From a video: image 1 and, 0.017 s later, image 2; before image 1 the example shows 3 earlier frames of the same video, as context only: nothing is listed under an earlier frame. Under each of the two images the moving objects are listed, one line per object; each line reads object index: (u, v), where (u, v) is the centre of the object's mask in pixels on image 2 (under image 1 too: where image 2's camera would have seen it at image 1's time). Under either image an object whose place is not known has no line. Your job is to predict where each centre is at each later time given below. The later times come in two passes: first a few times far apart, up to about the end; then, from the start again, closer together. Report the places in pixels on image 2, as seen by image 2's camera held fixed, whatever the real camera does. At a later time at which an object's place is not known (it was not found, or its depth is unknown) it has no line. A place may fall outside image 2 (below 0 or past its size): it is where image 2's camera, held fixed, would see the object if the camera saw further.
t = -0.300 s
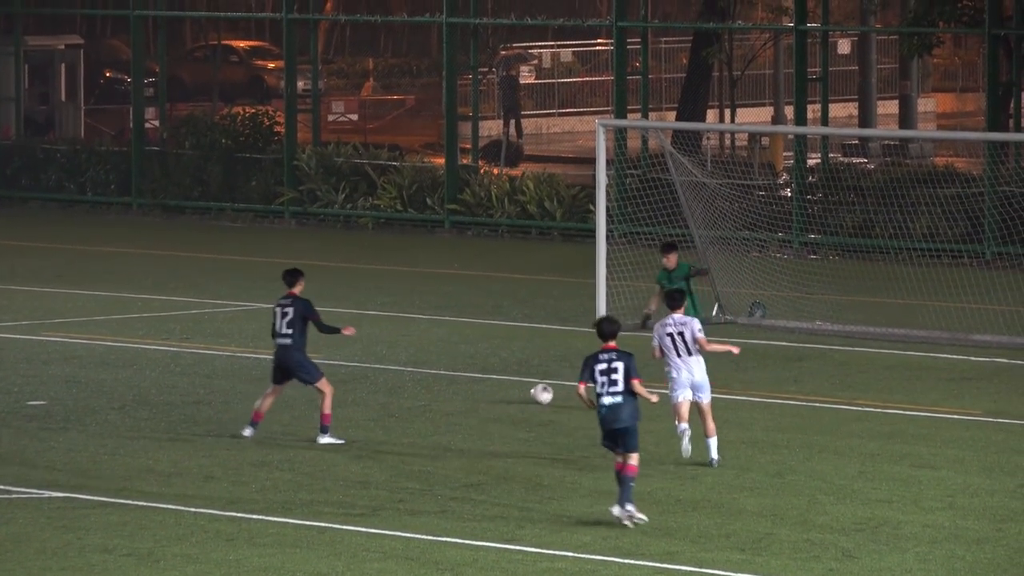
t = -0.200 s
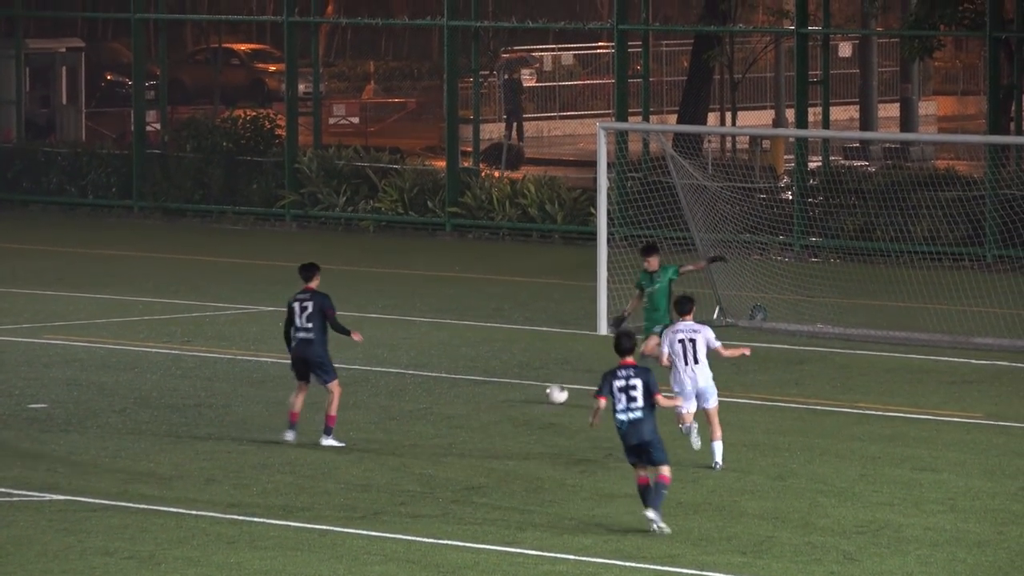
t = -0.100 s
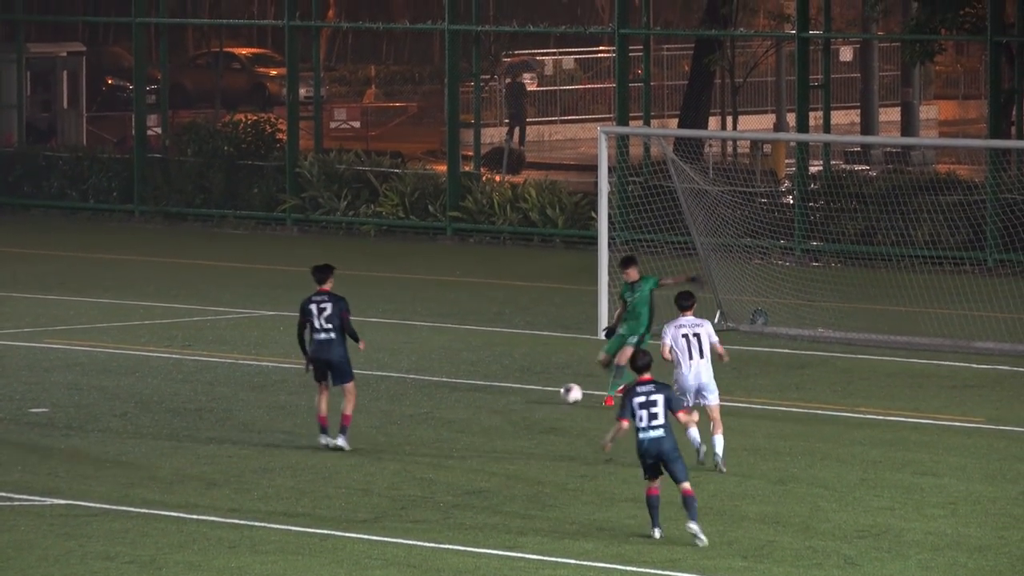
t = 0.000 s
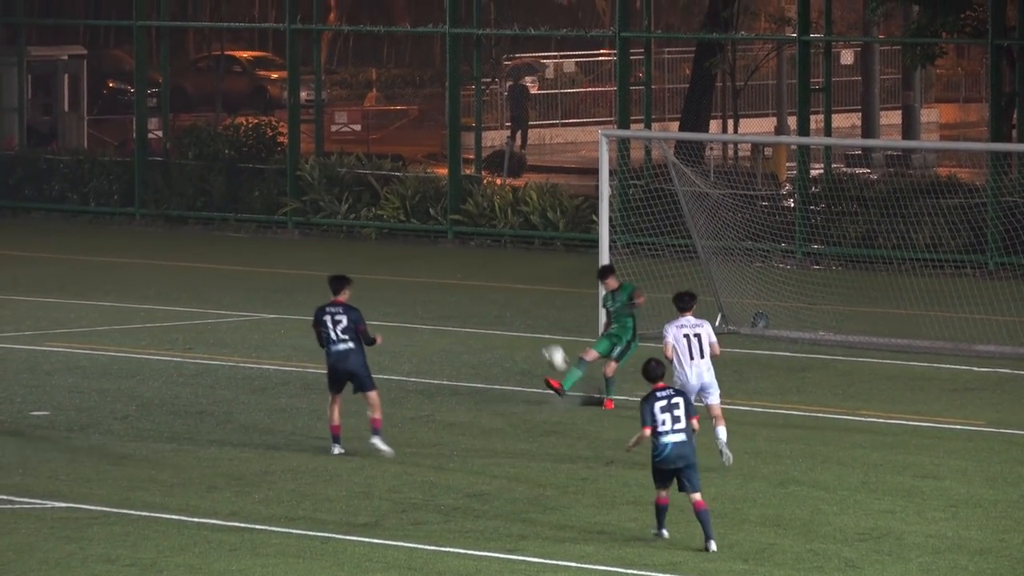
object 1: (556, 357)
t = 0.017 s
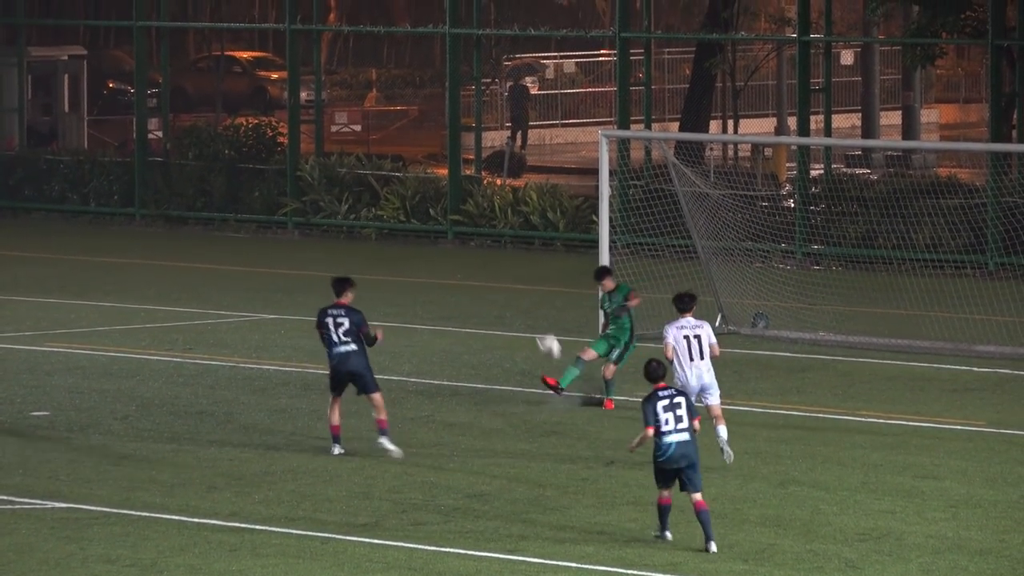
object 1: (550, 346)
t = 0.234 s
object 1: (469, 212)
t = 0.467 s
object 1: (404, 105)
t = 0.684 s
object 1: (362, 49)
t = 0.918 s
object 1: (336, 43)
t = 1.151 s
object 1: (330, 107)
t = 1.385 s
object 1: (345, 251)
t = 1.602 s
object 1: (379, 470)
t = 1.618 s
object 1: (383, 493)
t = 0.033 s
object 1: (542, 334)
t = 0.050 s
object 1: (535, 322)
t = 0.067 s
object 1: (529, 312)
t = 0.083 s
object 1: (522, 301)
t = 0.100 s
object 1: (517, 290)
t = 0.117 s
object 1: (510, 280)
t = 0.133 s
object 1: (503, 269)
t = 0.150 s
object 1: (498, 260)
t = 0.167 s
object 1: (491, 249)
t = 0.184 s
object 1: (486, 239)
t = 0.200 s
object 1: (480, 230)
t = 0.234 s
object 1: (469, 212)
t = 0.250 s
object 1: (463, 203)
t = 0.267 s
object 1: (459, 194)
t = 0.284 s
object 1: (453, 186)
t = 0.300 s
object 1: (449, 177)
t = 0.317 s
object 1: (444, 169)
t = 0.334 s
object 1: (439, 161)
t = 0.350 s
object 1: (435, 153)
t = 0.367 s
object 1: (429, 146)
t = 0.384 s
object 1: (425, 138)
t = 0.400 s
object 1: (420, 131)
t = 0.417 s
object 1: (416, 124)
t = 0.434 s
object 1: (413, 118)
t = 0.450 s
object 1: (408, 111)
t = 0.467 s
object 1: (404, 105)
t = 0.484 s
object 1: (400, 100)
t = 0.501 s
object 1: (396, 94)
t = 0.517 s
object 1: (393, 88)
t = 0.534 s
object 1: (389, 83)
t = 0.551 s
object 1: (386, 78)
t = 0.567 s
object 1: (382, 74)
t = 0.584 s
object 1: (379, 70)
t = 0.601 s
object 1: (376, 66)
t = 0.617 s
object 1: (373, 62)
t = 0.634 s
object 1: (370, 58)
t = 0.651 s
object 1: (367, 55)
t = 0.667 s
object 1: (364, 52)
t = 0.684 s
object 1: (362, 49)
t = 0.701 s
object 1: (360, 47)
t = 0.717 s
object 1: (357, 45)
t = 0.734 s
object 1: (354, 43)
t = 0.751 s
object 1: (352, 41)
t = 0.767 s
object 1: (350, 40)
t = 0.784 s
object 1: (348, 39)
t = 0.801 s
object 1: (346, 38)
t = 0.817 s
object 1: (345, 38)
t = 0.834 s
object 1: (343, 38)
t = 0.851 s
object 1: (341, 39)
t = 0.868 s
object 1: (340, 39)
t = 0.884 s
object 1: (339, 40)
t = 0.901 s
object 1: (337, 41)
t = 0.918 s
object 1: (336, 43)
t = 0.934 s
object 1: (335, 45)
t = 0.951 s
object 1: (334, 47)
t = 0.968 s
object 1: (333, 50)
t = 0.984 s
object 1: (332, 54)
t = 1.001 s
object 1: (332, 57)
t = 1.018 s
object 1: (331, 61)
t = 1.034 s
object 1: (330, 66)
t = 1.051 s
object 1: (330, 70)
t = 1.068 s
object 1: (330, 75)
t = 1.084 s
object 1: (330, 81)
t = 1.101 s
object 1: (329, 87)
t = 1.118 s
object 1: (330, 93)
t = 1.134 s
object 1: (330, 99)
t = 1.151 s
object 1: (330, 107)
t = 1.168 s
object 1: (331, 115)
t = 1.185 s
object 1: (331, 122)
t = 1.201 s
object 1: (332, 130)
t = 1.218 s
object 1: (332, 140)
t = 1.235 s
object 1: (333, 149)
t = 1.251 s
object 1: (334, 158)
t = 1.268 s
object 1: (336, 168)
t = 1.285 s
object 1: (336, 179)
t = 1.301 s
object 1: (338, 189)
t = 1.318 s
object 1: (340, 200)
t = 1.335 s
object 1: (341, 213)
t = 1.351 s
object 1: (342, 226)
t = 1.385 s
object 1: (345, 251)
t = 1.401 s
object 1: (347, 266)
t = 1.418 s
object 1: (349, 279)
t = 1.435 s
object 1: (352, 294)
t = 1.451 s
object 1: (354, 310)
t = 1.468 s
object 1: (356, 325)
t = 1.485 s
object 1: (359, 340)
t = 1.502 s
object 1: (361, 359)
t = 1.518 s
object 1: (363, 376)
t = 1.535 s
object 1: (367, 394)
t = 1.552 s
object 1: (370, 412)
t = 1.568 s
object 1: (373, 431)
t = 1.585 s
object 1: (376, 451)
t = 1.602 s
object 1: (379, 470)
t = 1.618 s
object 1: (383, 493)
